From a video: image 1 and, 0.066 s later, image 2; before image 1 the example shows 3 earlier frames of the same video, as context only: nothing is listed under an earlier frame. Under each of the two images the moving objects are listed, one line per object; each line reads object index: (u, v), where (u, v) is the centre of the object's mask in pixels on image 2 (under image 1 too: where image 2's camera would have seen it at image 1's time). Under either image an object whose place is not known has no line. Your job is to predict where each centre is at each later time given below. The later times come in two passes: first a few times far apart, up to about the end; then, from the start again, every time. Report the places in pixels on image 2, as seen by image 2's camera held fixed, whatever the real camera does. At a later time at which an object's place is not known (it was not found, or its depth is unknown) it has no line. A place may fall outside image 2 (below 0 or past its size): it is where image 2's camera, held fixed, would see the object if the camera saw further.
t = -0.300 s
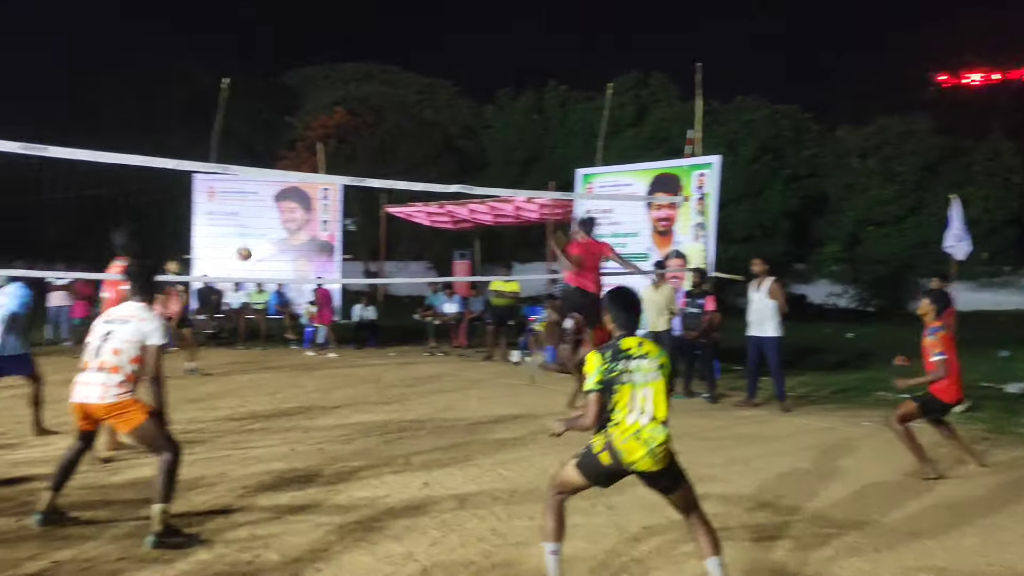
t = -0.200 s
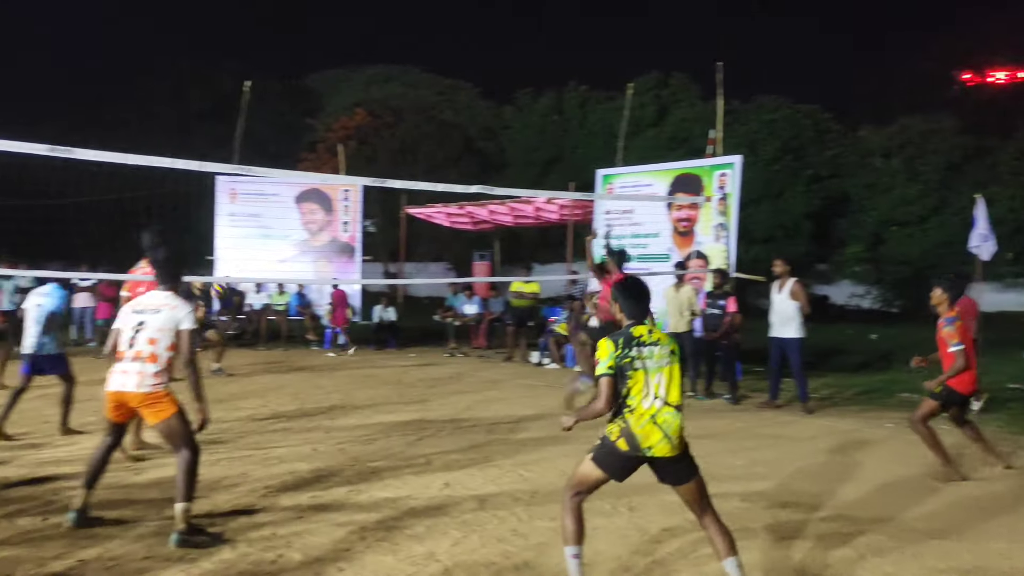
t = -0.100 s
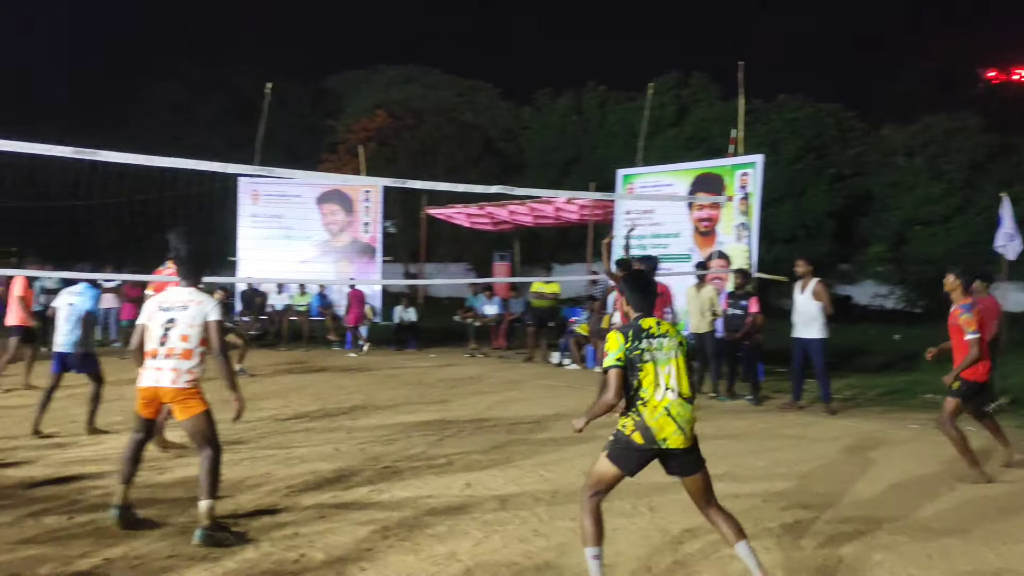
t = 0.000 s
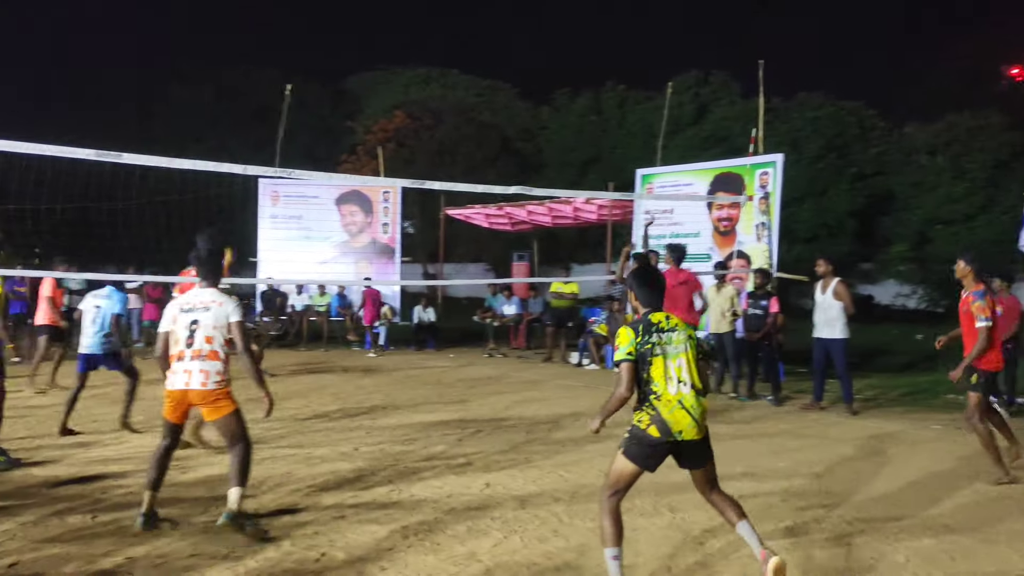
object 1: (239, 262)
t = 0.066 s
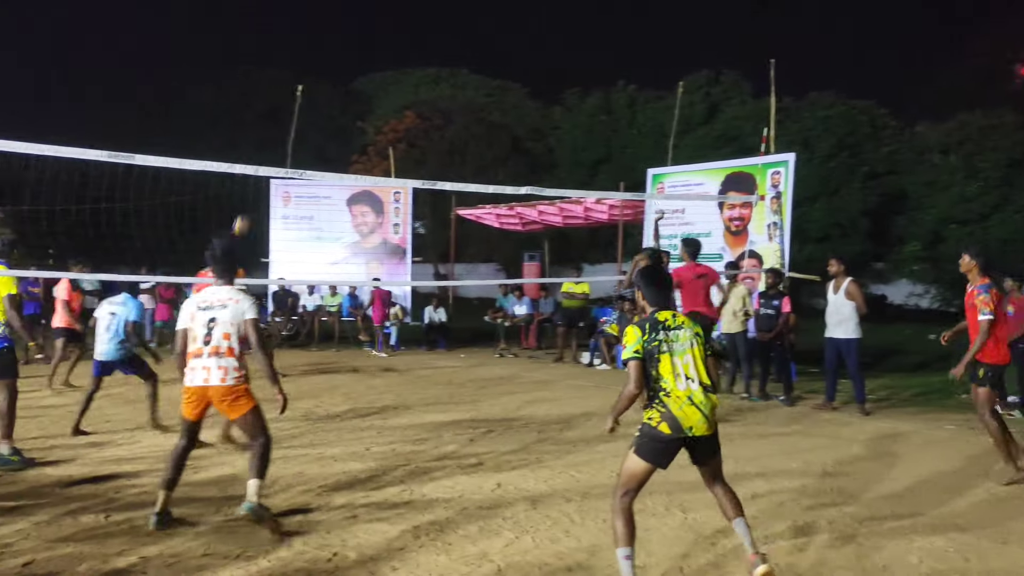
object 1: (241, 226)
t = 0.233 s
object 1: (243, 153)
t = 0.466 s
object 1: (247, 82)
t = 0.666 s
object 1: (249, 50)
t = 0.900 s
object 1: (252, 49)
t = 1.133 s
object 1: (255, 89)
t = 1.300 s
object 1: (258, 142)
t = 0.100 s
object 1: (241, 210)
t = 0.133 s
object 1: (241, 195)
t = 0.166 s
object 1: (242, 181)
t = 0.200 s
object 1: (243, 161)
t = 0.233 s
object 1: (243, 153)
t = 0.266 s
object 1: (244, 141)
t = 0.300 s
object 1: (244, 129)
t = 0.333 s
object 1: (245, 119)
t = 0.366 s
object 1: (245, 109)
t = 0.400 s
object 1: (245, 99)
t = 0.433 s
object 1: (246, 90)
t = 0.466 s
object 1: (247, 82)
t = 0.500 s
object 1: (247, 75)
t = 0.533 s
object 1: (247, 69)
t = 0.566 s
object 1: (247, 63)
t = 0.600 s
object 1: (248, 58)
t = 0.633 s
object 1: (249, 54)
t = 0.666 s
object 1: (249, 50)
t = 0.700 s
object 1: (249, 48)
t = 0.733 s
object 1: (249, 46)
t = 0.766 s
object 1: (250, 45)
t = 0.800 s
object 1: (251, 45)
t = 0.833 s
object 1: (251, 46)
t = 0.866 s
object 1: (251, 47)
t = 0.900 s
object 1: (252, 49)
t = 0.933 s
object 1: (252, 53)
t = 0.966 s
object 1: (252, 57)
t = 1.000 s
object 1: (253, 61)
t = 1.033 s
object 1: (253, 67)
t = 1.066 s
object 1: (254, 73)
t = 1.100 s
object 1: (254, 80)
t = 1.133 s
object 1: (255, 89)
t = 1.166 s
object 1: (255, 98)
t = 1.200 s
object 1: (256, 107)
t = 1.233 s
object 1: (257, 118)
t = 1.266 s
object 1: (258, 130)
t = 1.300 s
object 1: (258, 142)
